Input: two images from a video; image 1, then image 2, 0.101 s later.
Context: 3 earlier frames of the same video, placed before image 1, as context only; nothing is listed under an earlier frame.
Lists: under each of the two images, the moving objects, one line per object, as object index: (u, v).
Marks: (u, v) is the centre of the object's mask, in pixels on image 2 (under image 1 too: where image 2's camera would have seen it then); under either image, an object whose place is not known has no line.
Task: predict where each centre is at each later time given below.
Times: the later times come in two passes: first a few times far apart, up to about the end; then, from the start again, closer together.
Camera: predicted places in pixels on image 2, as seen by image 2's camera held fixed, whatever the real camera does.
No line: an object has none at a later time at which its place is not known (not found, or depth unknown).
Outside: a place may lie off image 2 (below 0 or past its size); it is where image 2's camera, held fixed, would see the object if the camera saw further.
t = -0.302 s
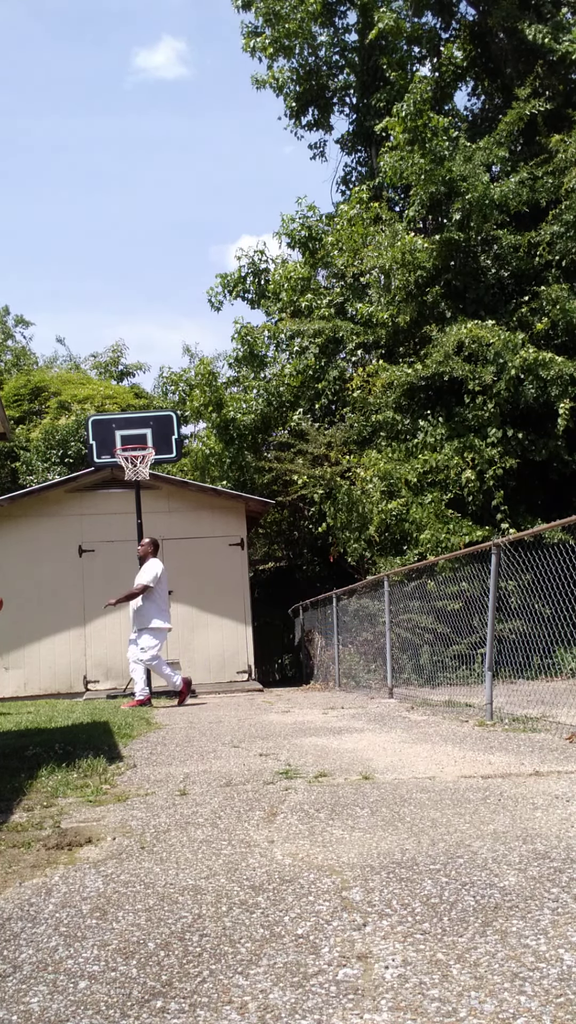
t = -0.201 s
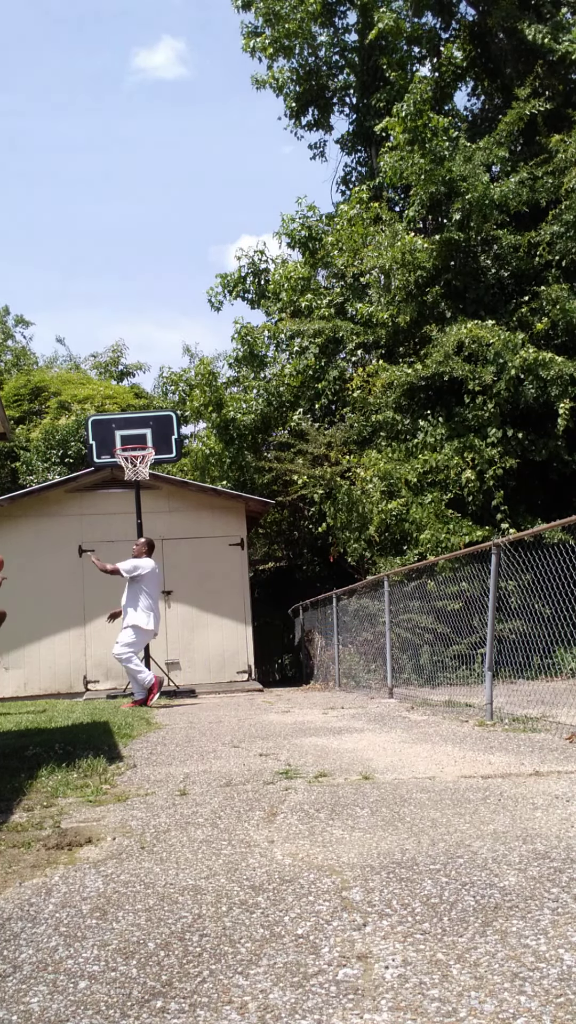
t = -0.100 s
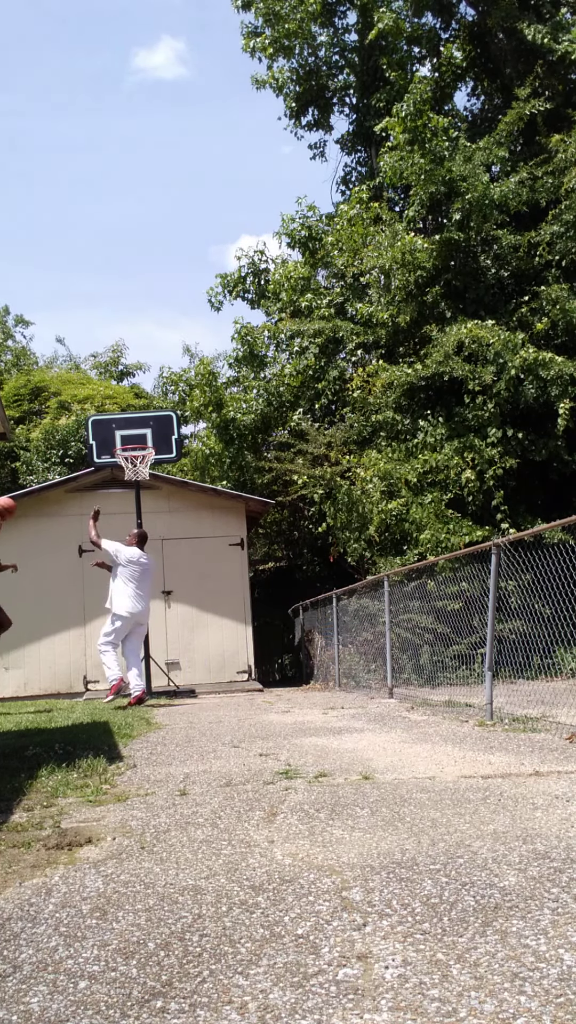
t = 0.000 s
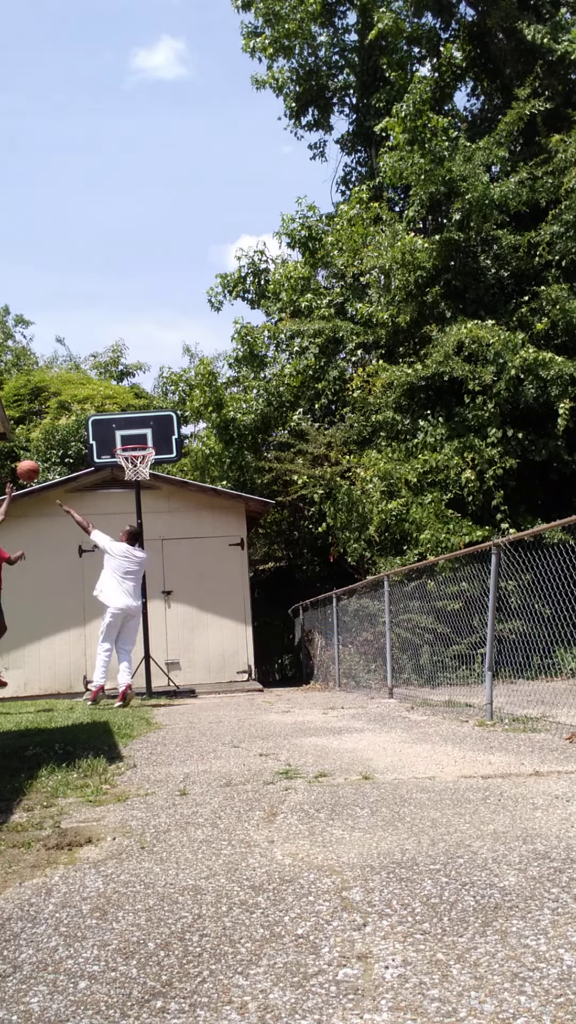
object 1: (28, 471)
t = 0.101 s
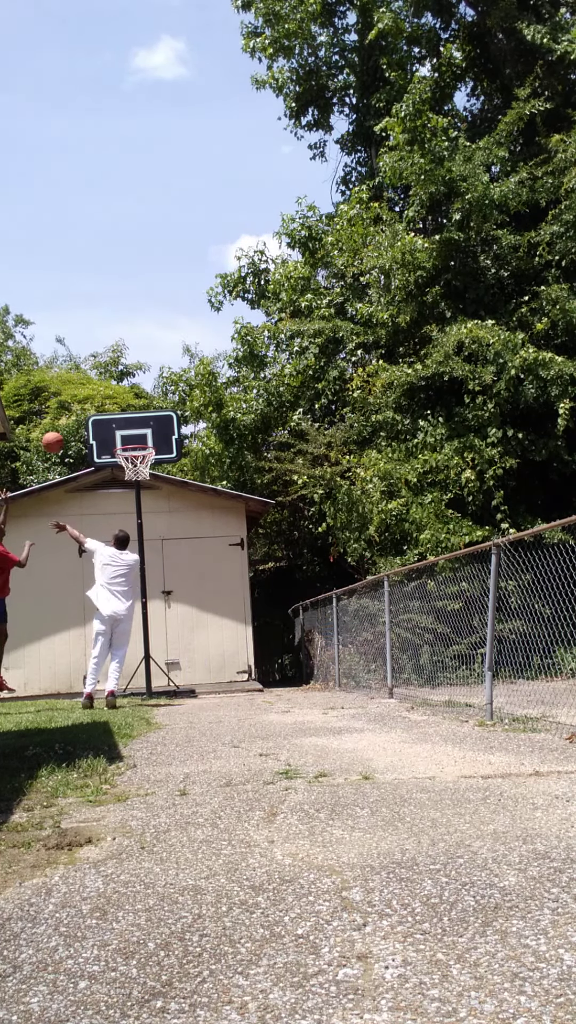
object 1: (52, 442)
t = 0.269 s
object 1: (91, 415)
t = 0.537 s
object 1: (150, 420)
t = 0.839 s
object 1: (199, 472)
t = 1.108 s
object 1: (240, 574)
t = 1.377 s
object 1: (273, 654)
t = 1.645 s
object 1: (275, 556)
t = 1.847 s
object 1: (276, 524)
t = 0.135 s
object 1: (60, 435)
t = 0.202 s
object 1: (76, 423)
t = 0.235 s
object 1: (84, 419)
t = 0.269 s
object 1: (91, 415)
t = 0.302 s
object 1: (99, 413)
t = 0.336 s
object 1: (106, 411)
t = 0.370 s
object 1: (114, 410)
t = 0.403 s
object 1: (121, 410)
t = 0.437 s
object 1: (128, 411)
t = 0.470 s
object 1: (135, 413)
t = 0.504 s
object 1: (143, 416)
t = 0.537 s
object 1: (150, 420)
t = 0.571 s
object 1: (157, 425)
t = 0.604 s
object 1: (164, 430)
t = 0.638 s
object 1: (169, 434)
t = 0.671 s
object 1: (174, 438)
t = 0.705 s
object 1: (179, 443)
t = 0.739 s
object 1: (185, 449)
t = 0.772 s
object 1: (189, 456)
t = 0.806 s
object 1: (194, 463)
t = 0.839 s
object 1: (199, 472)
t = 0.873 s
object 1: (204, 482)
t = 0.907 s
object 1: (209, 492)
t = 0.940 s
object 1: (214, 503)
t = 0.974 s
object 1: (220, 515)
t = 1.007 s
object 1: (225, 529)
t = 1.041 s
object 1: (230, 543)
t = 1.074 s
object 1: (235, 558)
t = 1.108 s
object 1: (240, 574)
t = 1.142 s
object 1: (246, 591)
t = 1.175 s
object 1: (251, 609)
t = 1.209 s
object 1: (257, 628)
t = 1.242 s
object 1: (262, 649)
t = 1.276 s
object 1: (268, 669)
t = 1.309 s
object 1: (273, 687)
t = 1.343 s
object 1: (273, 670)
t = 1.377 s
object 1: (273, 654)
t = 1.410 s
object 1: (273, 638)
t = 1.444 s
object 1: (273, 624)
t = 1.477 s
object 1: (273, 610)
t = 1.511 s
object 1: (273, 597)
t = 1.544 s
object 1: (273, 586)
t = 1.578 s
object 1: (273, 575)
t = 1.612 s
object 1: (274, 565)
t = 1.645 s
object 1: (275, 556)
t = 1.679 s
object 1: (274, 549)
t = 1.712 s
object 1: (275, 542)
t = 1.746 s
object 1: (275, 536)
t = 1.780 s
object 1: (275, 531)
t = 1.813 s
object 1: (276, 527)
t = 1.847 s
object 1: (276, 524)
